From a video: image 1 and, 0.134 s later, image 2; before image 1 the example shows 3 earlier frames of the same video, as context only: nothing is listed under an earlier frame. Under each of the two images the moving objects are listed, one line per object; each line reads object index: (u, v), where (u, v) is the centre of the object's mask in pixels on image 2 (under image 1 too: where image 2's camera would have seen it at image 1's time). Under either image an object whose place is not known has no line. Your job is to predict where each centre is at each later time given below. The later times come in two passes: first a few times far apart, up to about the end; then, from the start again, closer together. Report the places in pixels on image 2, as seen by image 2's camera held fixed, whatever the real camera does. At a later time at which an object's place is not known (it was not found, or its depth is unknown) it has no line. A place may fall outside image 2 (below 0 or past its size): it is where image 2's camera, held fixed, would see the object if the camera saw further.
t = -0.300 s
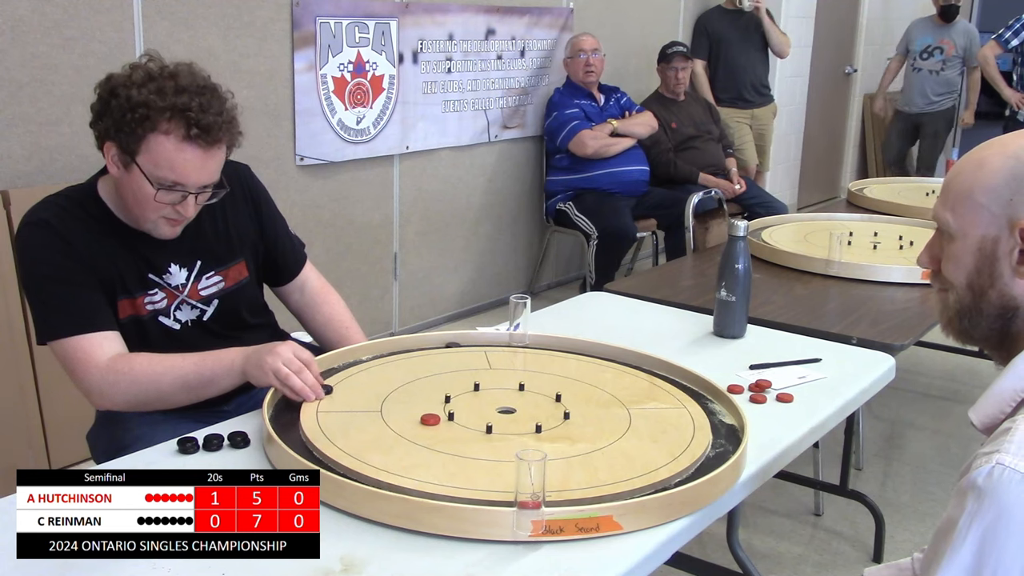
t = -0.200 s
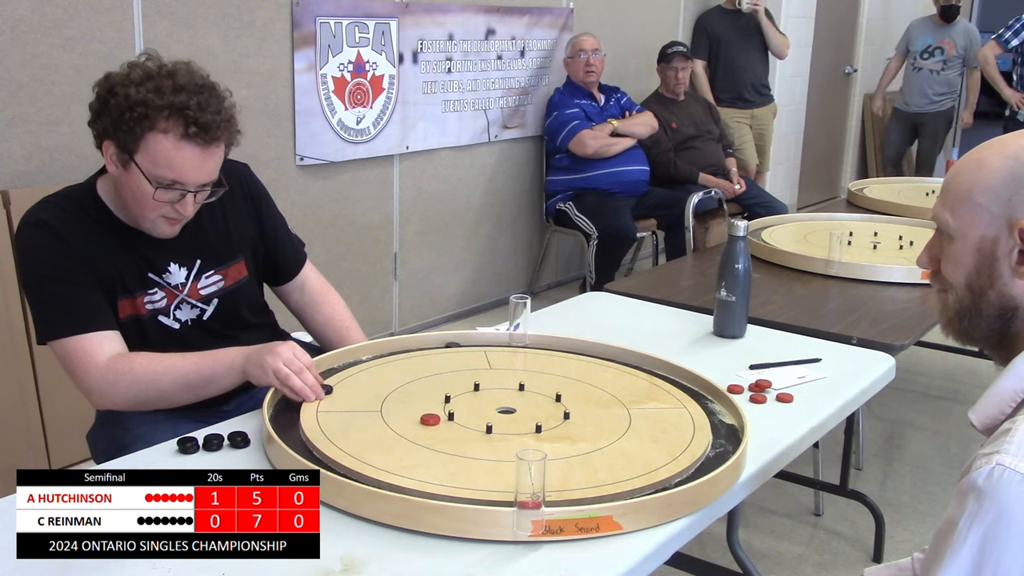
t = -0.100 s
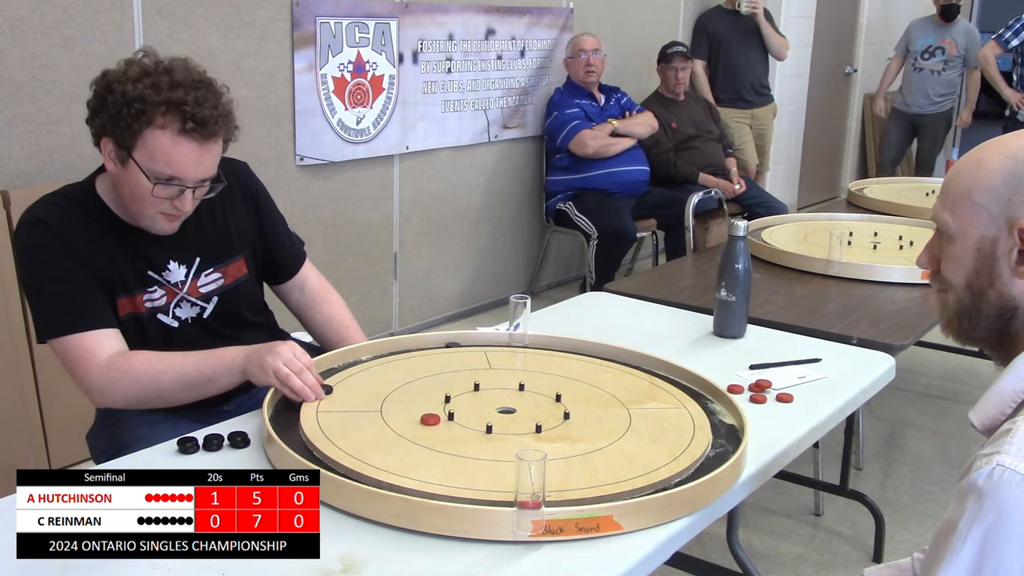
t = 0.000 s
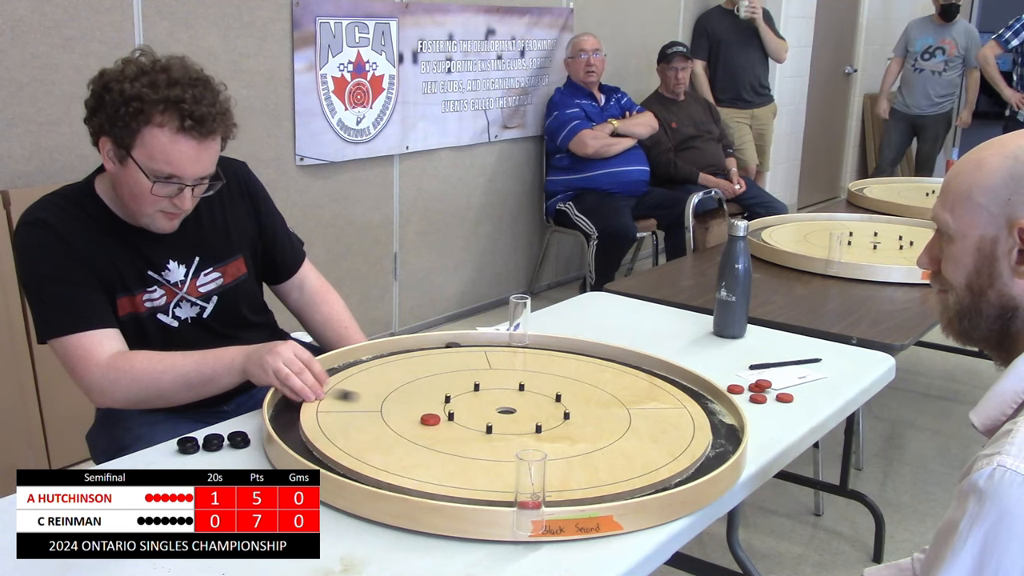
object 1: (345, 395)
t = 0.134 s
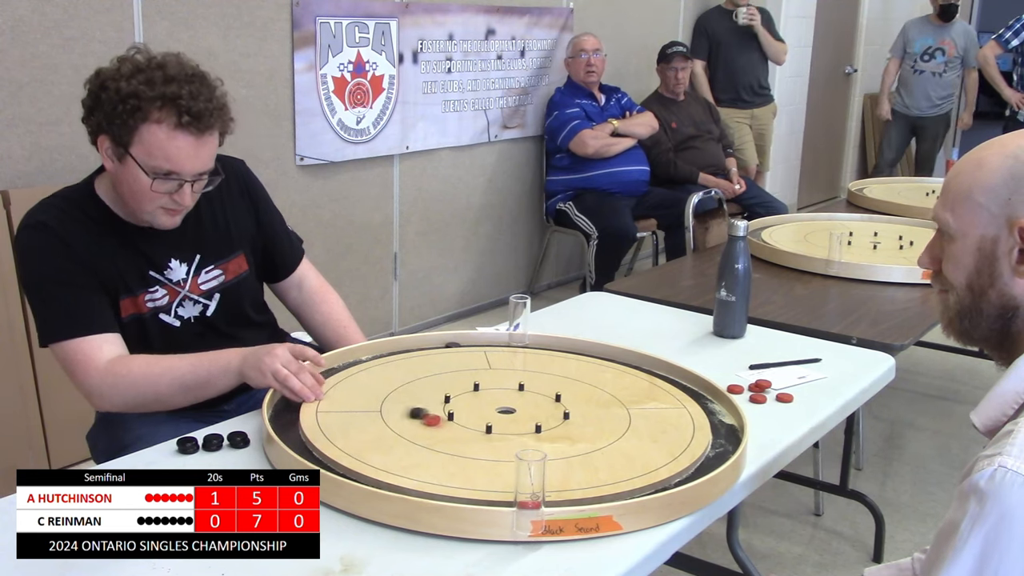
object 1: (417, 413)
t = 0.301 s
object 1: (437, 411)
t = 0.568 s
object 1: (446, 410)
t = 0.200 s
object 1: (427, 412)
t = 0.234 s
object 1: (431, 412)
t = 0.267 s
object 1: (435, 412)
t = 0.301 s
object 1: (437, 411)
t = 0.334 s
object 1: (439, 411)
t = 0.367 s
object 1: (441, 411)
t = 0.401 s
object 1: (442, 410)
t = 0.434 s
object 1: (443, 410)
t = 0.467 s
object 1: (445, 410)
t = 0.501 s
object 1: (445, 410)
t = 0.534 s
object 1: (446, 410)
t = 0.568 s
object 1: (446, 410)
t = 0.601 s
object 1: (446, 410)
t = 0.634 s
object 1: (446, 410)
